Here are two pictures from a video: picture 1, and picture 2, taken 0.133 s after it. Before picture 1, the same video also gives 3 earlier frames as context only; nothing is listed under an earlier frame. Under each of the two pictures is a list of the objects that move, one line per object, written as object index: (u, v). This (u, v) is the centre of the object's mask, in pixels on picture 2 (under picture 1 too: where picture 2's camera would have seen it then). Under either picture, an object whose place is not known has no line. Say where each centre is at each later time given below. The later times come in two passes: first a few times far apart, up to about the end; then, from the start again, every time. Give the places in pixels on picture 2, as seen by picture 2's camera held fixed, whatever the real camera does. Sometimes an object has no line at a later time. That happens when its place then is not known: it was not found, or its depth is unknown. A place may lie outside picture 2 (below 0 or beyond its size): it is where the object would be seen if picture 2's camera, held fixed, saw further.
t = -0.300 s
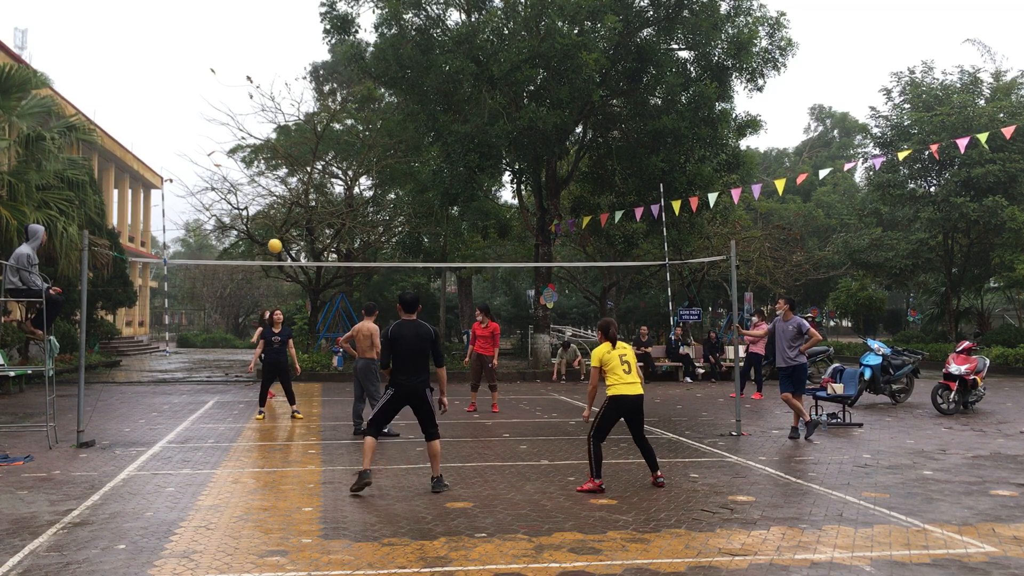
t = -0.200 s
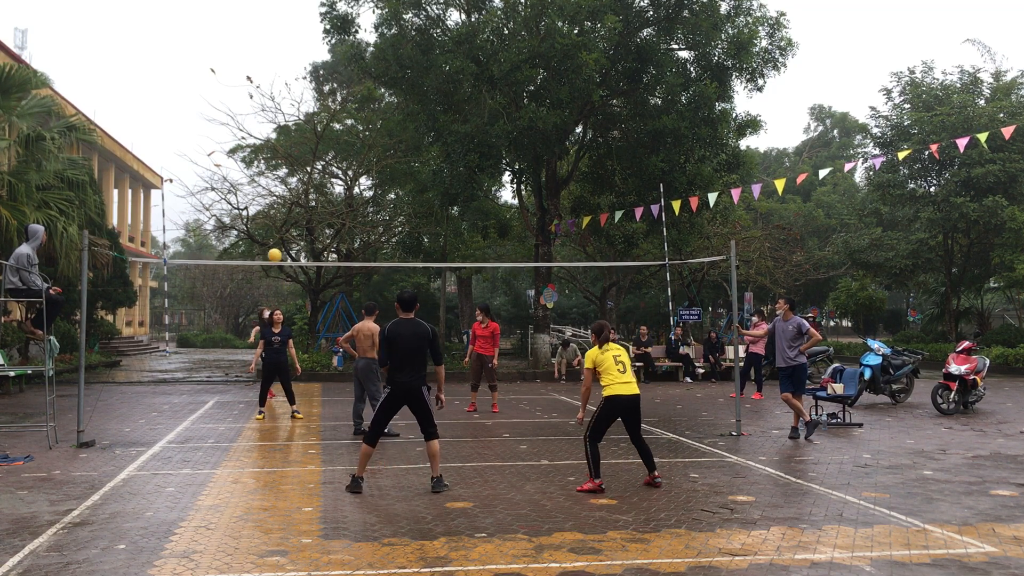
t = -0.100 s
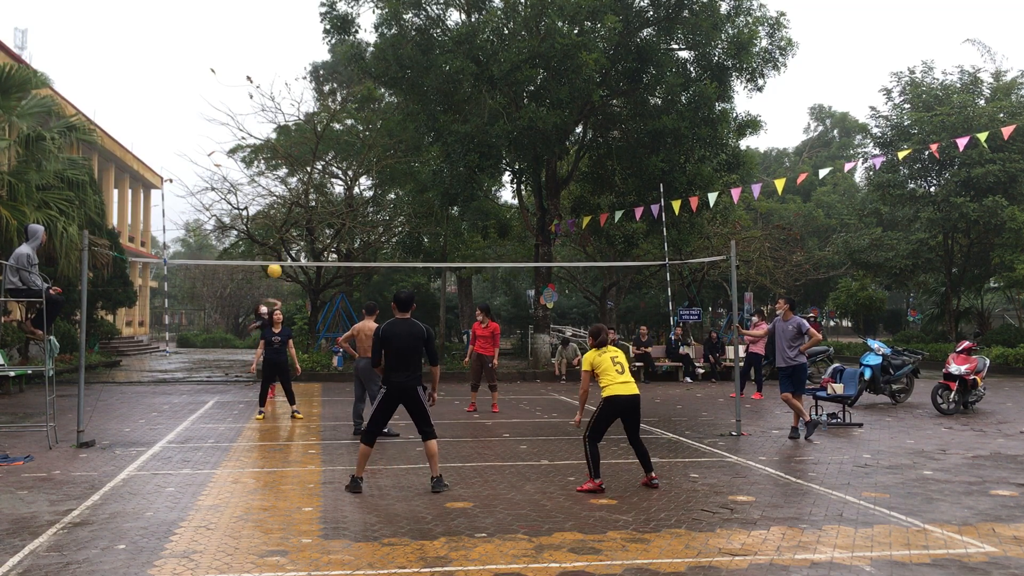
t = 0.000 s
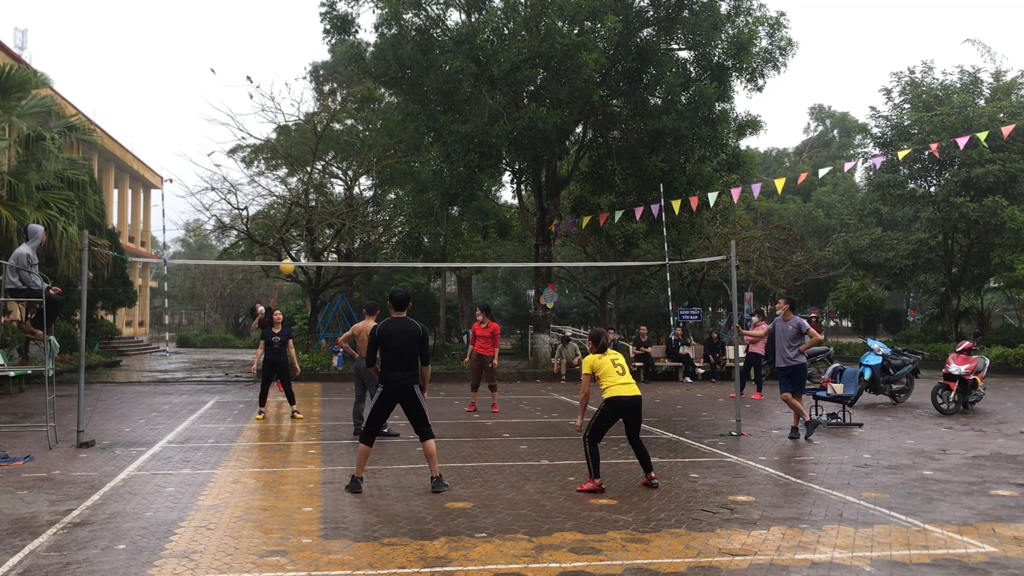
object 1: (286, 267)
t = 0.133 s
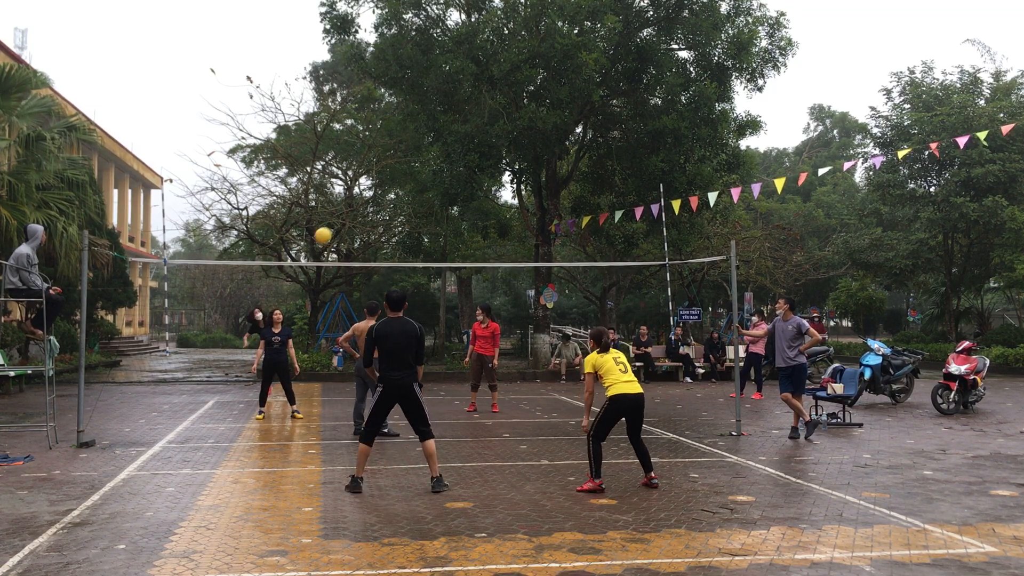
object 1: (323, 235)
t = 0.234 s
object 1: (354, 214)
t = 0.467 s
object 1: (445, 183)
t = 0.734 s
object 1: (591, 201)
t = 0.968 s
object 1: (771, 289)
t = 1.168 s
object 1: (988, 448)
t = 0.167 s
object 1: (333, 228)
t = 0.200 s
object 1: (343, 221)
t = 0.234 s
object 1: (354, 214)
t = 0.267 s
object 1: (365, 209)
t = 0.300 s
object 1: (377, 203)
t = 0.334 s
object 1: (390, 198)
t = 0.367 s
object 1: (403, 193)
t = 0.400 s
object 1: (416, 189)
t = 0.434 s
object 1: (430, 186)
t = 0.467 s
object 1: (445, 183)
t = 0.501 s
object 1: (461, 182)
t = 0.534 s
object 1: (477, 181)
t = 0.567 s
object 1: (493, 181)
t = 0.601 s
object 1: (511, 183)
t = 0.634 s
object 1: (530, 185)
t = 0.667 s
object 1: (550, 189)
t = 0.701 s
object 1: (570, 194)
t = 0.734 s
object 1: (591, 201)
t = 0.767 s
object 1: (614, 208)
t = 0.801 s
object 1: (637, 218)
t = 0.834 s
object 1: (662, 229)
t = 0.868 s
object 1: (687, 242)
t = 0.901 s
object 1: (714, 256)
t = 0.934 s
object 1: (742, 272)
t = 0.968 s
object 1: (771, 289)
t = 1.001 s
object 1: (803, 308)
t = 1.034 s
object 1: (837, 331)
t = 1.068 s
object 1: (871, 356)
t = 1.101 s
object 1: (908, 384)
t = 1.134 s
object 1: (946, 414)
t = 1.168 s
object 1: (988, 448)
